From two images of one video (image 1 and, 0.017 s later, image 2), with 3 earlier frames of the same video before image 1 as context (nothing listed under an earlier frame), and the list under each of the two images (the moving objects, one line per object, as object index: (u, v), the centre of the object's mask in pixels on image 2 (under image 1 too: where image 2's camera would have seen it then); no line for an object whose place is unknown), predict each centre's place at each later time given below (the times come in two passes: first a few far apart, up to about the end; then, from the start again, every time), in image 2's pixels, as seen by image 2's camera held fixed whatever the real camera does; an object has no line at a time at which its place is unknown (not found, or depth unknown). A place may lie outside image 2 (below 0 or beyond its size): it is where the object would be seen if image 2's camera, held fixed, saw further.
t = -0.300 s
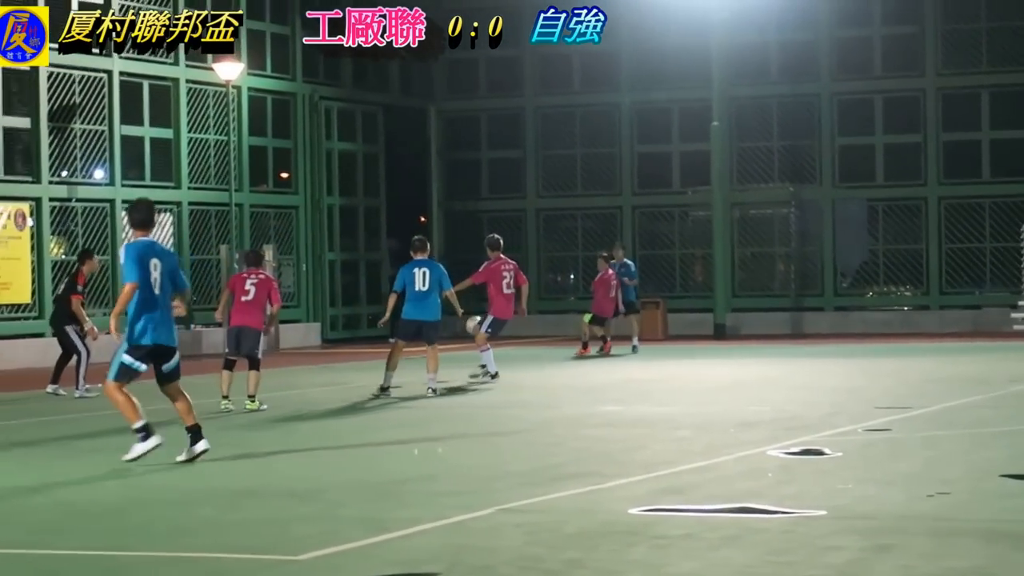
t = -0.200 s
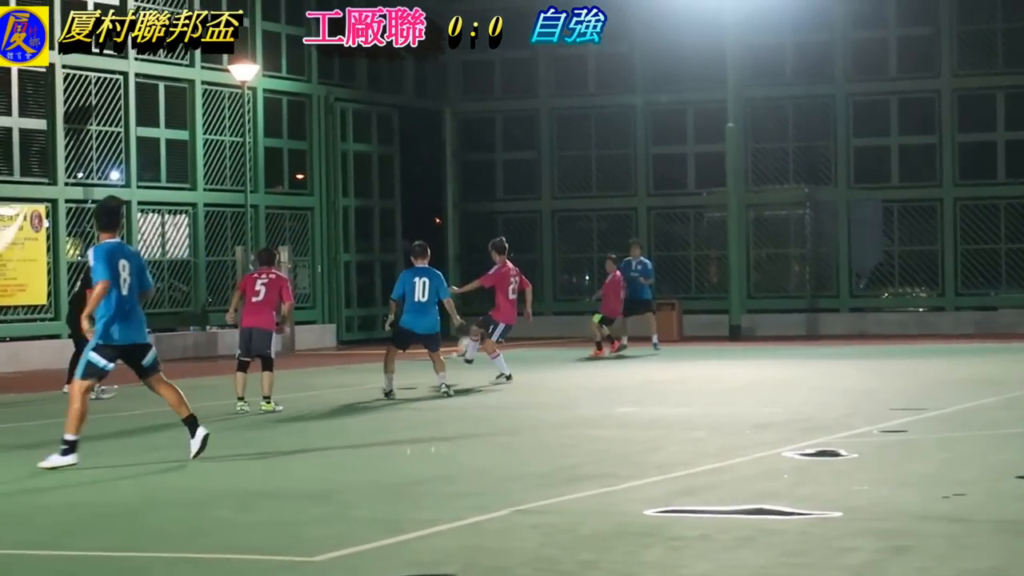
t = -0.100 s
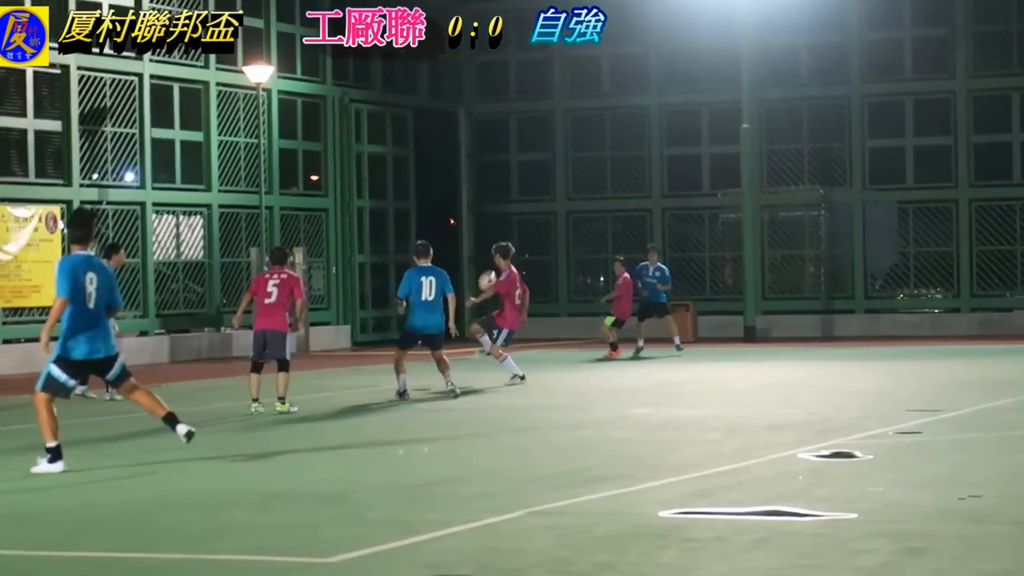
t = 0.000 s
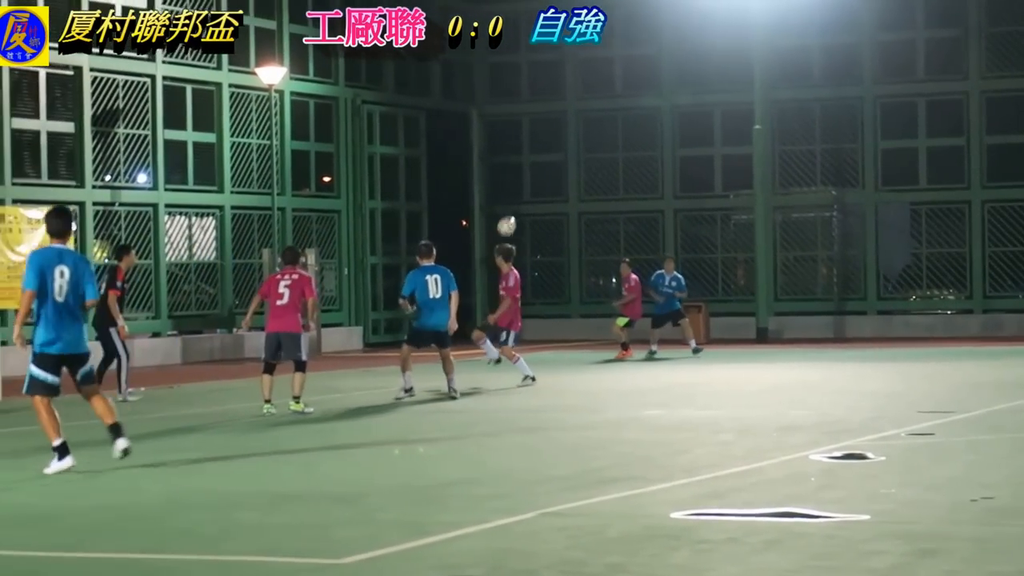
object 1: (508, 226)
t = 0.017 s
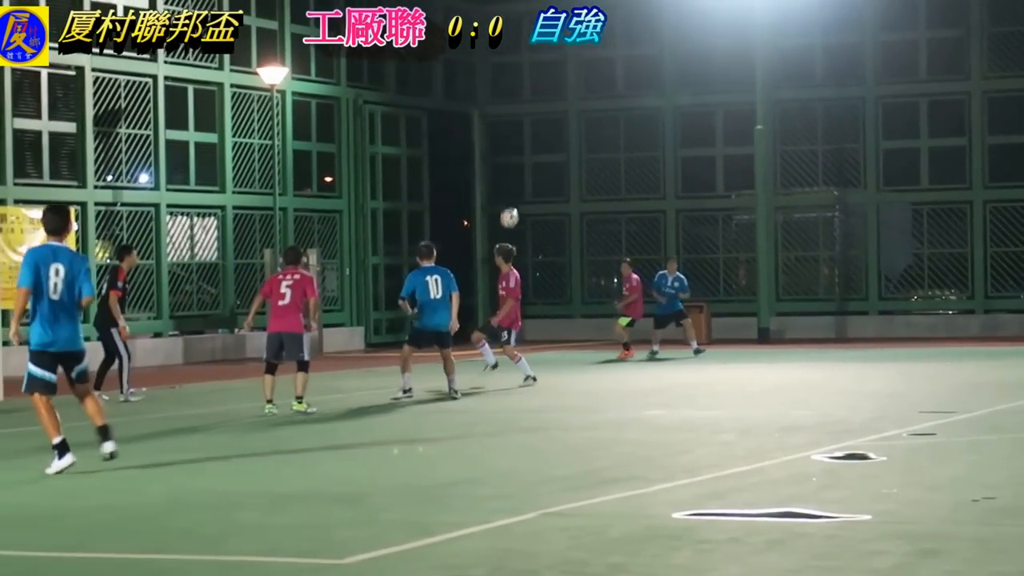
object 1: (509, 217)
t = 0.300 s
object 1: (531, 110)
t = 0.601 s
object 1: (554, 72)
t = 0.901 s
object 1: (578, 108)
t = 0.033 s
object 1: (510, 210)
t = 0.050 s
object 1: (512, 202)
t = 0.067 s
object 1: (513, 193)
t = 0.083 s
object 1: (514, 186)
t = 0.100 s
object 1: (515, 179)
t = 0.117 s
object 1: (517, 172)
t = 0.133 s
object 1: (518, 165)
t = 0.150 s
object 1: (519, 159)
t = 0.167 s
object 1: (520, 152)
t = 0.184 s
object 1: (522, 146)
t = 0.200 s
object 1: (523, 140)
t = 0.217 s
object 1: (524, 134)
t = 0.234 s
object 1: (525, 129)
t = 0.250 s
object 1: (527, 124)
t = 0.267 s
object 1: (528, 119)
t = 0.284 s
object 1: (530, 115)
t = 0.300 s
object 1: (531, 110)
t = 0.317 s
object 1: (532, 106)
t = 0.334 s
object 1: (534, 102)
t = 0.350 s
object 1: (535, 99)
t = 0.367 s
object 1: (536, 95)
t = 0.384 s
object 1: (538, 92)
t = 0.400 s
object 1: (539, 89)
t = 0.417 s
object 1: (540, 86)
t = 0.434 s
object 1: (541, 84)
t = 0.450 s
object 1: (542, 82)
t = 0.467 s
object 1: (544, 80)
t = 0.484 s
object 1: (545, 78)
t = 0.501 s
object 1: (546, 77)
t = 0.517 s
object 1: (548, 75)
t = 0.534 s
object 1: (549, 74)
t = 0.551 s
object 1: (550, 73)
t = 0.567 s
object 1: (552, 72)
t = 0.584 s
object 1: (553, 72)
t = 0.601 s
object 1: (554, 72)
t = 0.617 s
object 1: (556, 72)
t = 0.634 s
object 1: (557, 72)
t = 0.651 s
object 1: (558, 72)
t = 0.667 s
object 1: (559, 73)
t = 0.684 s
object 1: (561, 74)
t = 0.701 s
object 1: (562, 76)
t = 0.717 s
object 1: (563, 77)
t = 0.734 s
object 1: (564, 79)
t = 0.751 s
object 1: (566, 81)
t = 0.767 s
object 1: (567, 83)
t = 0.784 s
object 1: (568, 85)
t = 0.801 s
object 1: (570, 88)
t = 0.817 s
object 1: (571, 91)
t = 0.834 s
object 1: (572, 93)
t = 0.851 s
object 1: (573, 97)
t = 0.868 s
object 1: (575, 101)
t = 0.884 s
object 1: (576, 104)
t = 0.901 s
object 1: (578, 108)
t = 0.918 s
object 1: (579, 112)
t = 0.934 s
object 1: (581, 117)
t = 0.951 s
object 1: (582, 122)
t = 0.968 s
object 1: (583, 126)
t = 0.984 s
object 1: (585, 132)
